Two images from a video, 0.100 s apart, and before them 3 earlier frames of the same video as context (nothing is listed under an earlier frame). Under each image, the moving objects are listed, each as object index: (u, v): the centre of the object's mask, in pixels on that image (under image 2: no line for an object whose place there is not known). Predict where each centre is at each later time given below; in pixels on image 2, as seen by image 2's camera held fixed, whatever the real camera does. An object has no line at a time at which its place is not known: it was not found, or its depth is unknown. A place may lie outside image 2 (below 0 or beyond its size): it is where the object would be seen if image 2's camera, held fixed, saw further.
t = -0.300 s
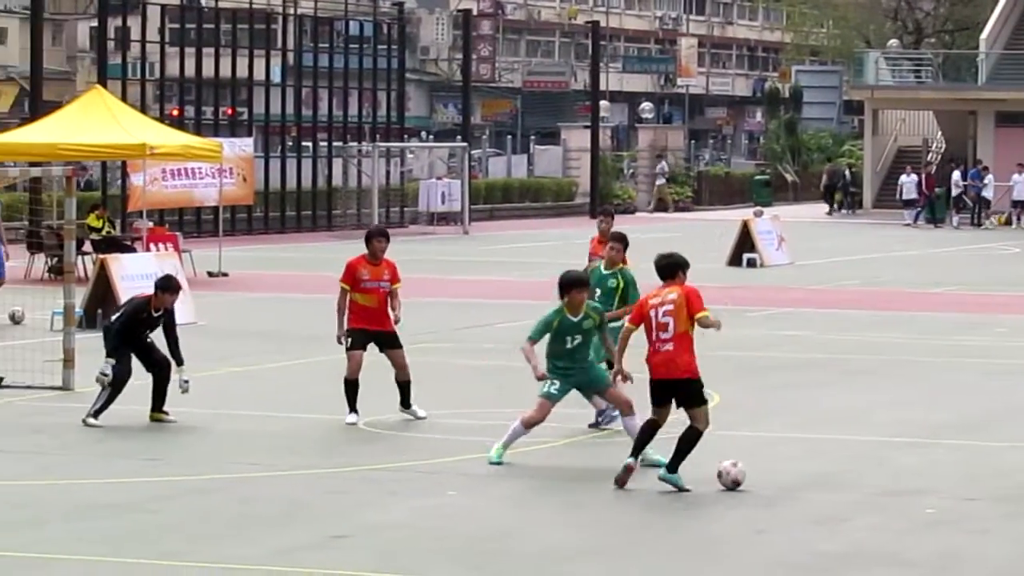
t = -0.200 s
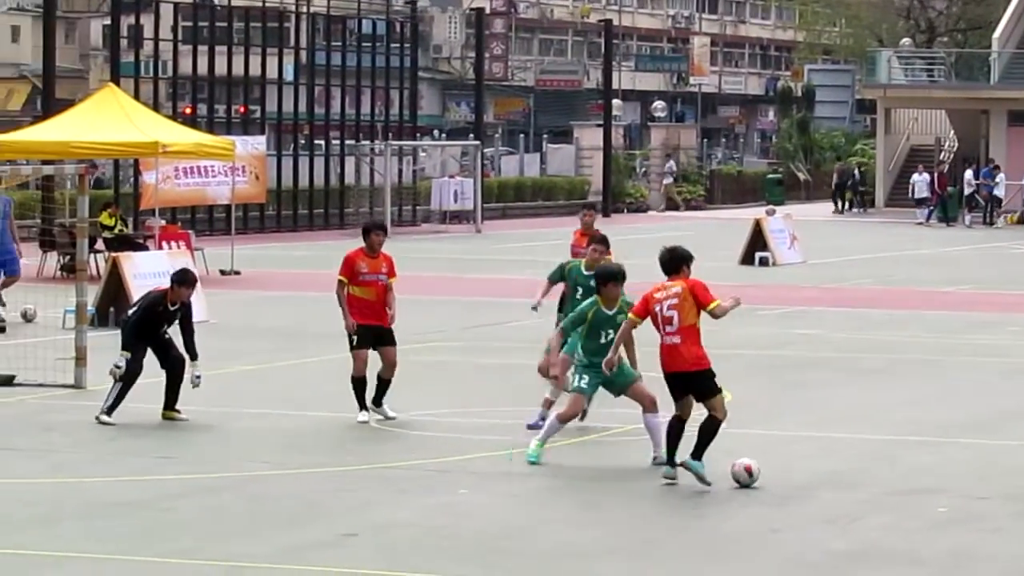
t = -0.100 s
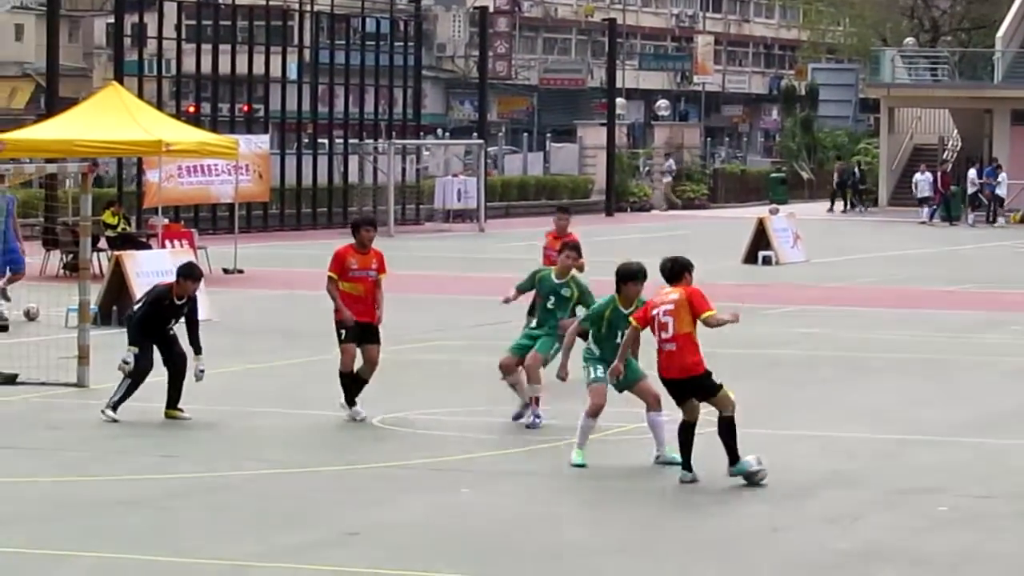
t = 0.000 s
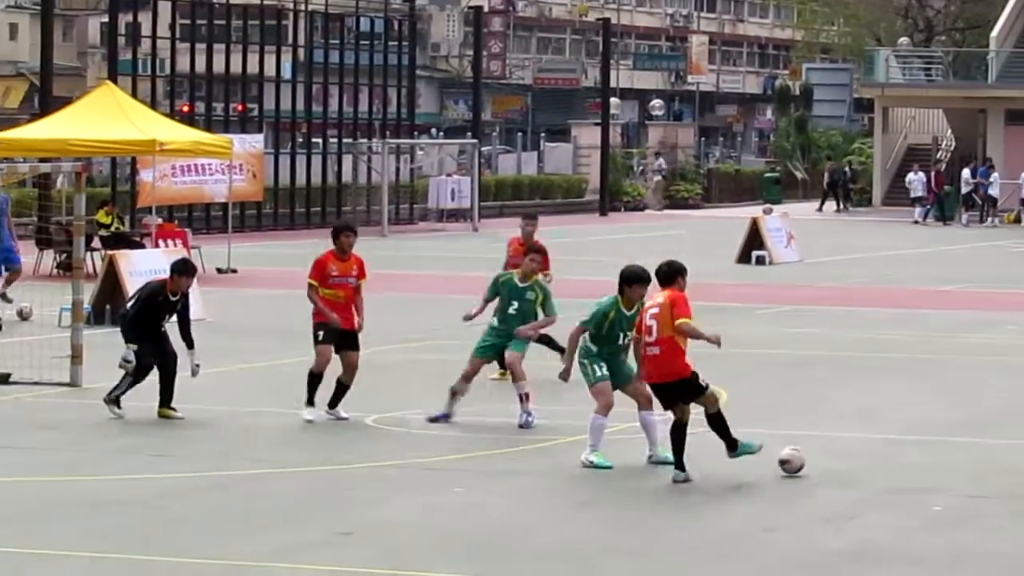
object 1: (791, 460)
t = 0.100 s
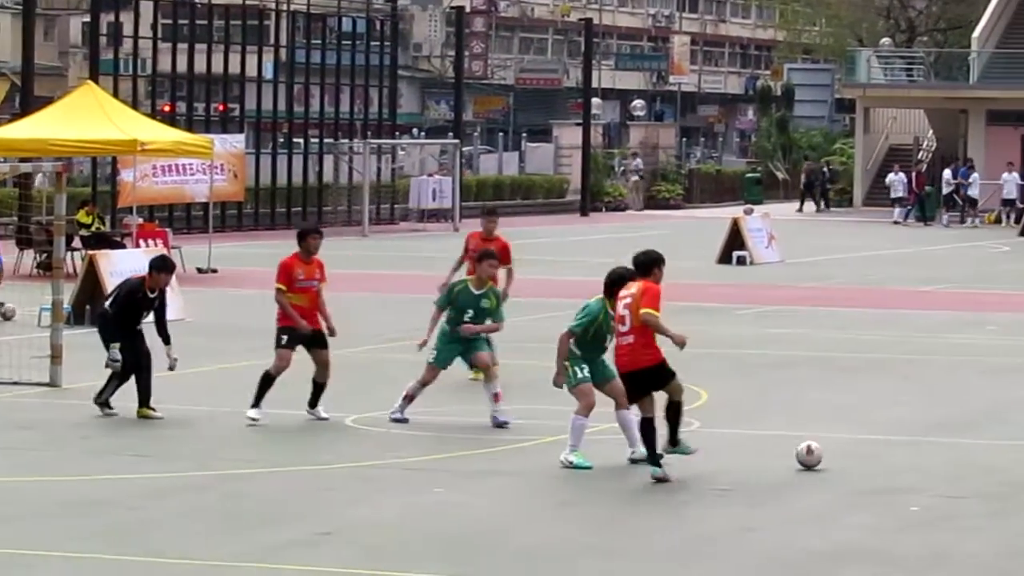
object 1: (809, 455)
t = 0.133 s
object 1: (819, 453)
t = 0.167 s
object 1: (829, 451)
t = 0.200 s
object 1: (837, 450)
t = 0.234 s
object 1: (846, 448)
